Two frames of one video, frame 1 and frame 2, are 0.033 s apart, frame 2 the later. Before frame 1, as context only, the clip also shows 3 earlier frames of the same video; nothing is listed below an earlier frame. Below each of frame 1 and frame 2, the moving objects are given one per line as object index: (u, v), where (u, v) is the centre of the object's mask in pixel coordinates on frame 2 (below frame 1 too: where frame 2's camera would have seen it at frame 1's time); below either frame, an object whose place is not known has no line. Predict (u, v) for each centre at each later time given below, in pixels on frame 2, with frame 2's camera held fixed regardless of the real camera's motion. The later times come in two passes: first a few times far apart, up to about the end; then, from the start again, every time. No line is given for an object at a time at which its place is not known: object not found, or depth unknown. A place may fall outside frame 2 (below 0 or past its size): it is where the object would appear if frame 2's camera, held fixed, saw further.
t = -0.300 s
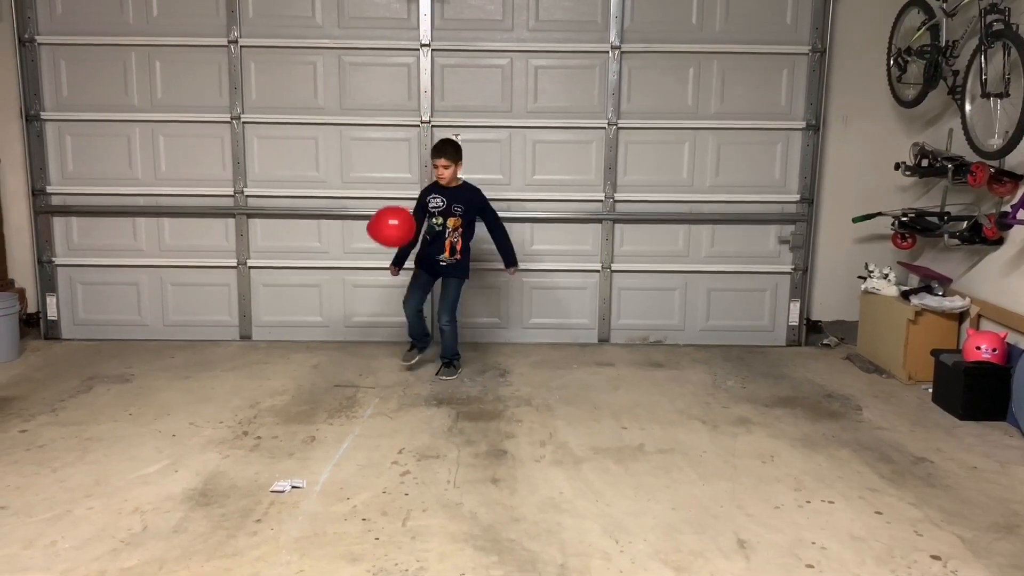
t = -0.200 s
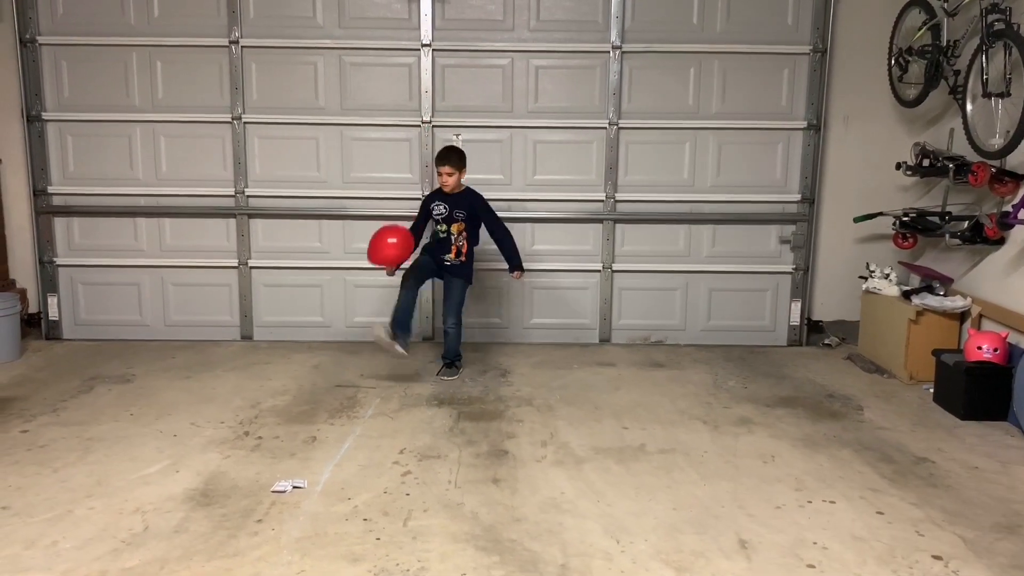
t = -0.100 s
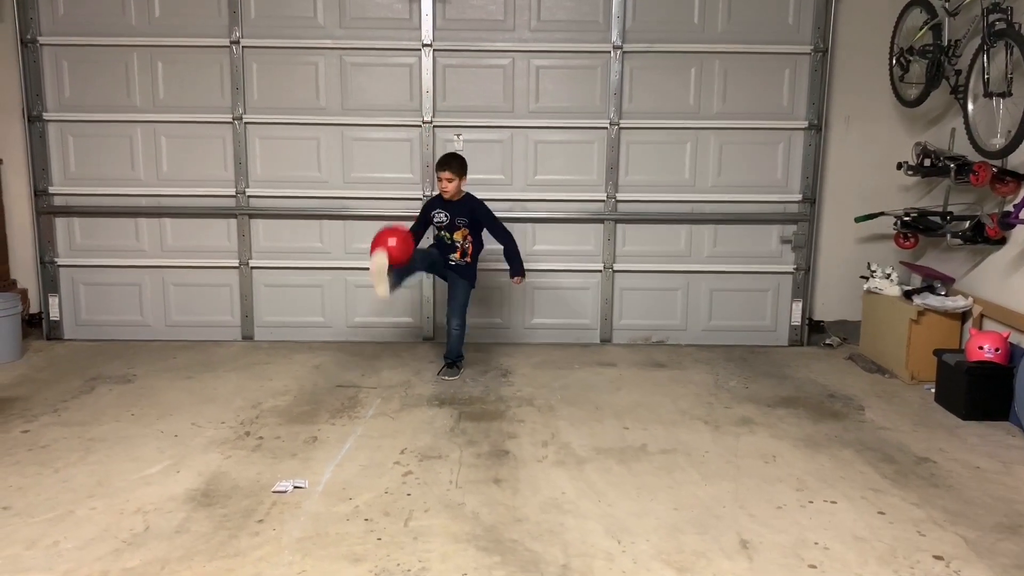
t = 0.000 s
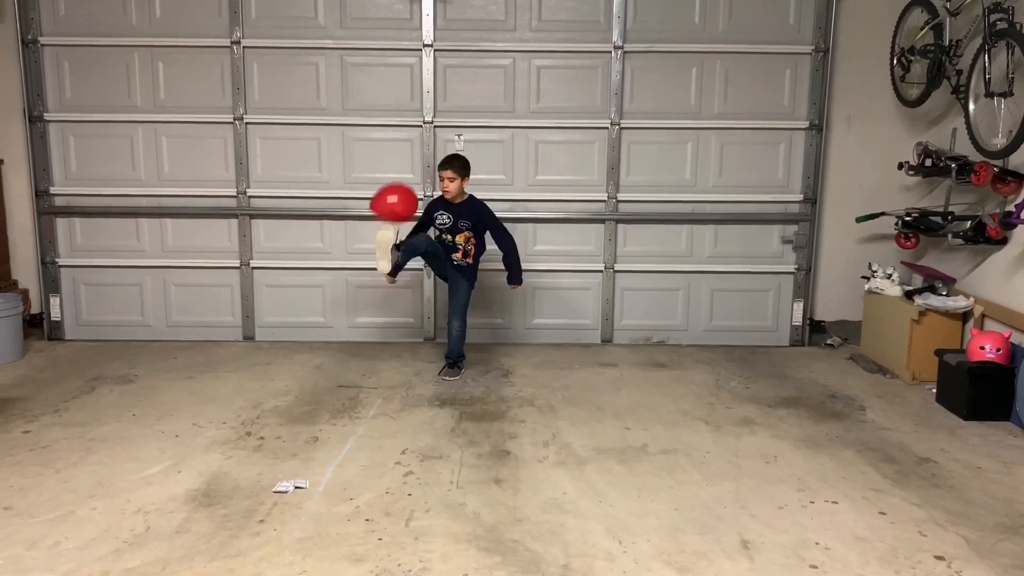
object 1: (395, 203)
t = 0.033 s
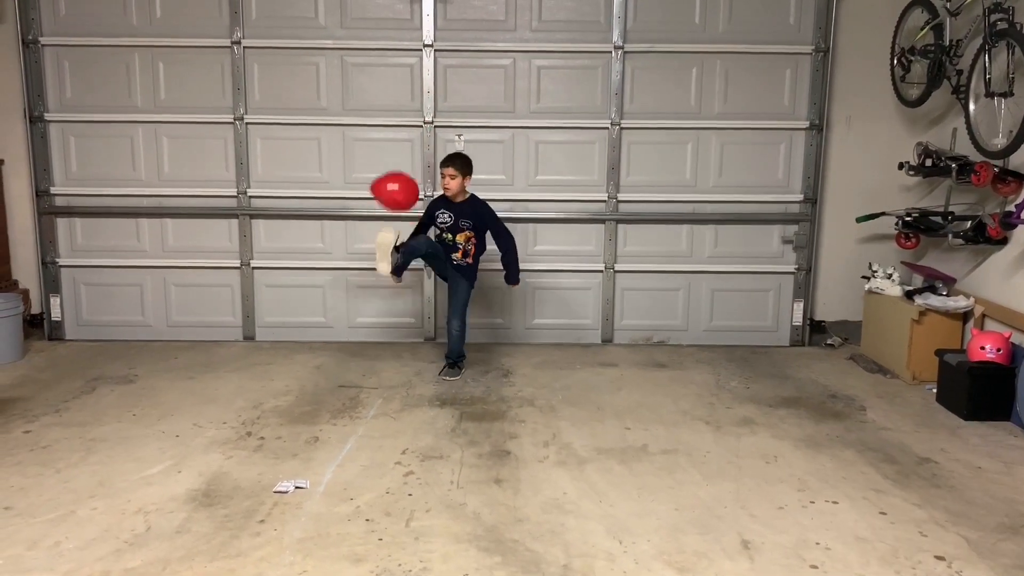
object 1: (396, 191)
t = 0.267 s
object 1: (399, 133)
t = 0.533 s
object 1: (408, 108)
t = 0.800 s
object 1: (410, 116)
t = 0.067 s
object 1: (396, 180)
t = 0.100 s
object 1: (396, 170)
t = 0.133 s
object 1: (397, 161)
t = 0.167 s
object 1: (397, 153)
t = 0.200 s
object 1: (398, 146)
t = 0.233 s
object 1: (398, 139)
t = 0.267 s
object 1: (399, 133)
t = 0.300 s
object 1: (400, 127)
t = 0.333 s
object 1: (401, 123)
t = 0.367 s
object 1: (402, 119)
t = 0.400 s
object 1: (403, 115)
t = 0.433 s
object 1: (405, 113)
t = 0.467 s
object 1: (406, 111)
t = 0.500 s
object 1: (407, 109)
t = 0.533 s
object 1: (408, 108)
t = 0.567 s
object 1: (408, 107)
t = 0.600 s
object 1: (409, 107)
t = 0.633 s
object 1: (409, 108)
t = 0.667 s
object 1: (409, 109)
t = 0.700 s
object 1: (410, 110)
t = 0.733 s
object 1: (410, 112)
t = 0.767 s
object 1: (410, 114)
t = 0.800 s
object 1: (410, 116)
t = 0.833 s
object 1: (410, 118)
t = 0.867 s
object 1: (410, 121)
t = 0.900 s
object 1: (410, 124)
